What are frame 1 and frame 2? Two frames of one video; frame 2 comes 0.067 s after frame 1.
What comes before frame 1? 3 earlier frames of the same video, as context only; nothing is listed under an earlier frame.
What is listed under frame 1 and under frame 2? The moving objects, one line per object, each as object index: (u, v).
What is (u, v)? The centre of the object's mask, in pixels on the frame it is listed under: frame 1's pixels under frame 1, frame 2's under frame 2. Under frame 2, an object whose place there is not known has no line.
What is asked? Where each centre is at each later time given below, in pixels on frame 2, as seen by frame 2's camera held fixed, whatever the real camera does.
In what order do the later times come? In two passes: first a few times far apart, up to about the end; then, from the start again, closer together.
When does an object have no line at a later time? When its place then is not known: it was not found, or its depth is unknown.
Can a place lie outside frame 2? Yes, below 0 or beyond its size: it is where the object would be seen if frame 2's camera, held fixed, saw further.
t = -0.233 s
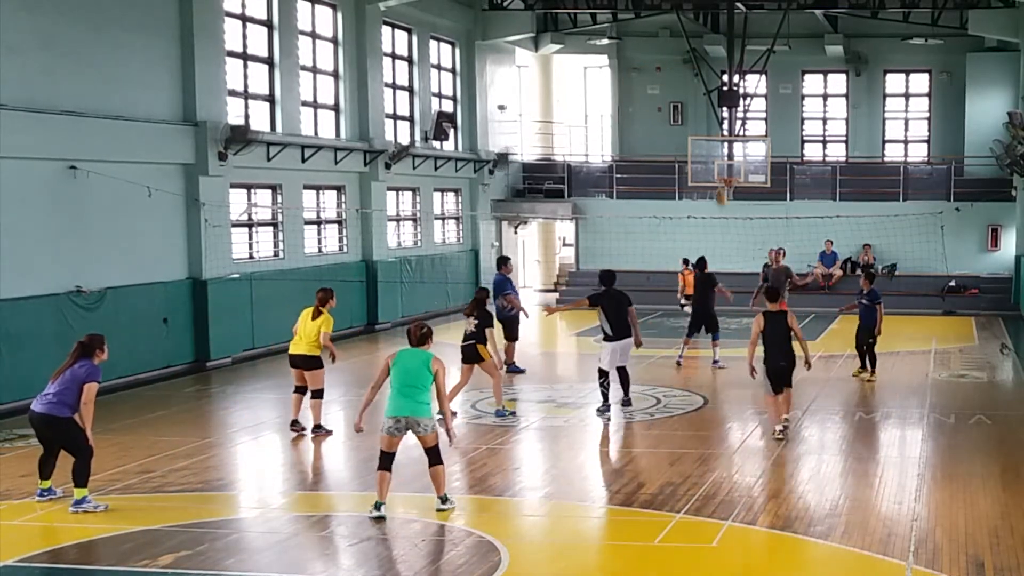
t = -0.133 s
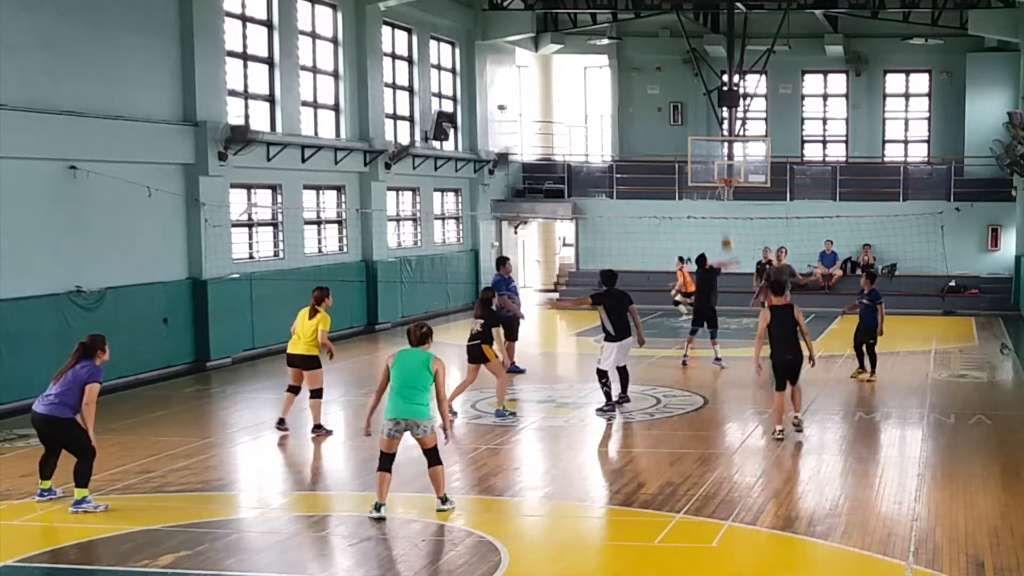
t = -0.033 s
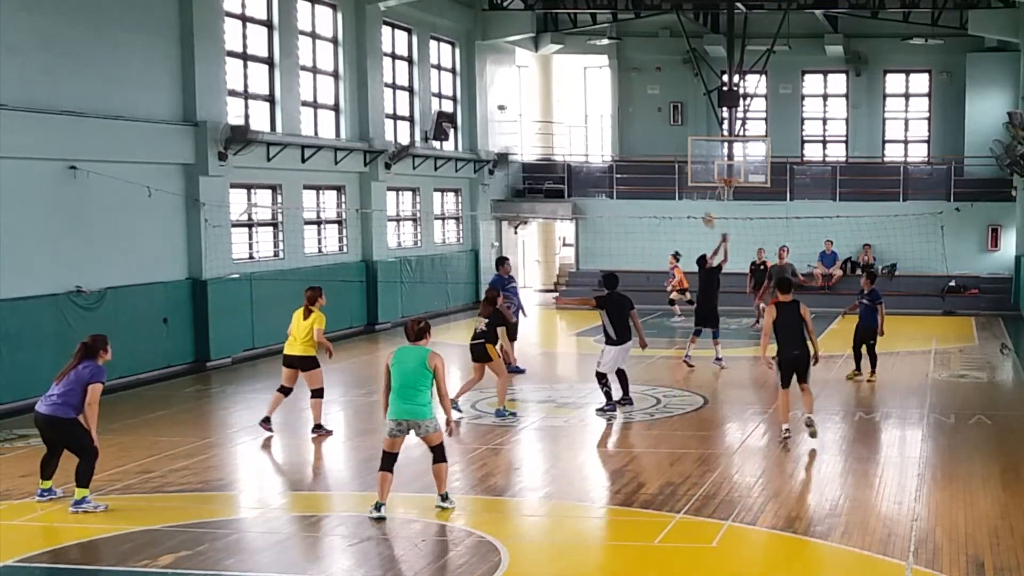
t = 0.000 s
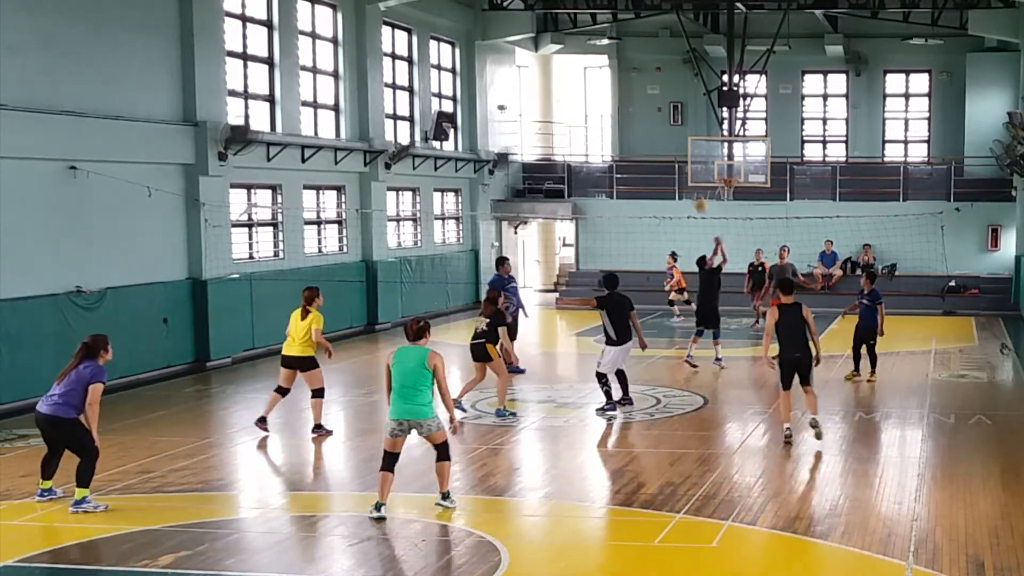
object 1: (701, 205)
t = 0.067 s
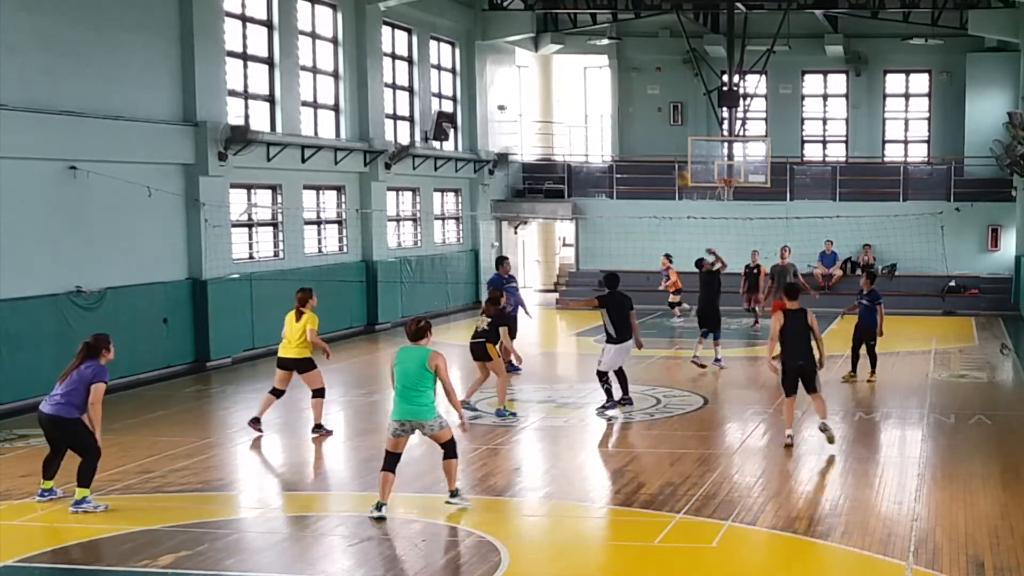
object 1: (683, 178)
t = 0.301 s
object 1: (617, 102)
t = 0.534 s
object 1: (533, 55)
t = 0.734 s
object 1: (458, 51)
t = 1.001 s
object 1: (334, 109)
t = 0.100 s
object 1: (673, 165)
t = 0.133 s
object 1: (665, 154)
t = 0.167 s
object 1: (656, 143)
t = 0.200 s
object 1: (645, 131)
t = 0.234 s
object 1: (635, 119)
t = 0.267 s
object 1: (625, 111)
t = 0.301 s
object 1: (617, 102)
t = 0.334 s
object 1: (602, 91)
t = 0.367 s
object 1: (590, 84)
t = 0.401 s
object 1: (580, 77)
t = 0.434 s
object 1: (569, 71)
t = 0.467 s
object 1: (557, 65)
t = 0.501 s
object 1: (545, 60)
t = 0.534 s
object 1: (533, 55)
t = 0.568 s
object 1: (521, 52)
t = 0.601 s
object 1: (507, 50)
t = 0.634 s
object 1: (495, 49)
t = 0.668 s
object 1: (481, 49)
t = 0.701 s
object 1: (468, 50)
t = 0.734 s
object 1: (458, 51)
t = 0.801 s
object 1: (424, 59)
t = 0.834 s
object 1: (412, 64)
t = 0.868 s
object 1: (395, 70)
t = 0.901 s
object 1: (377, 78)
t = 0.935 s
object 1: (363, 87)
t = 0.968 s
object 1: (352, 96)
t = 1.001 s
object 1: (334, 109)
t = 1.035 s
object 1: (315, 122)
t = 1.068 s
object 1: (297, 140)
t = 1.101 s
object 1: (282, 152)
